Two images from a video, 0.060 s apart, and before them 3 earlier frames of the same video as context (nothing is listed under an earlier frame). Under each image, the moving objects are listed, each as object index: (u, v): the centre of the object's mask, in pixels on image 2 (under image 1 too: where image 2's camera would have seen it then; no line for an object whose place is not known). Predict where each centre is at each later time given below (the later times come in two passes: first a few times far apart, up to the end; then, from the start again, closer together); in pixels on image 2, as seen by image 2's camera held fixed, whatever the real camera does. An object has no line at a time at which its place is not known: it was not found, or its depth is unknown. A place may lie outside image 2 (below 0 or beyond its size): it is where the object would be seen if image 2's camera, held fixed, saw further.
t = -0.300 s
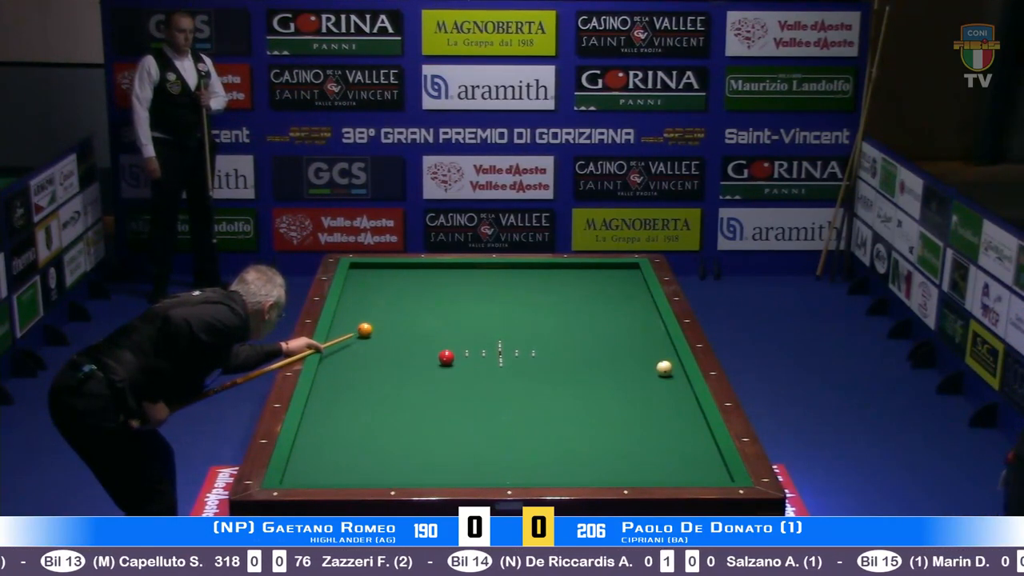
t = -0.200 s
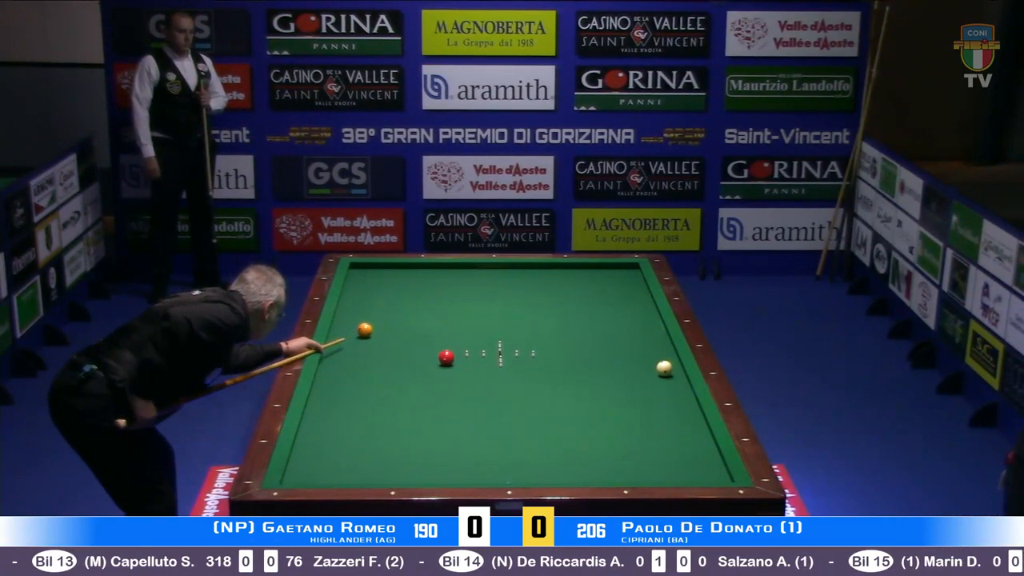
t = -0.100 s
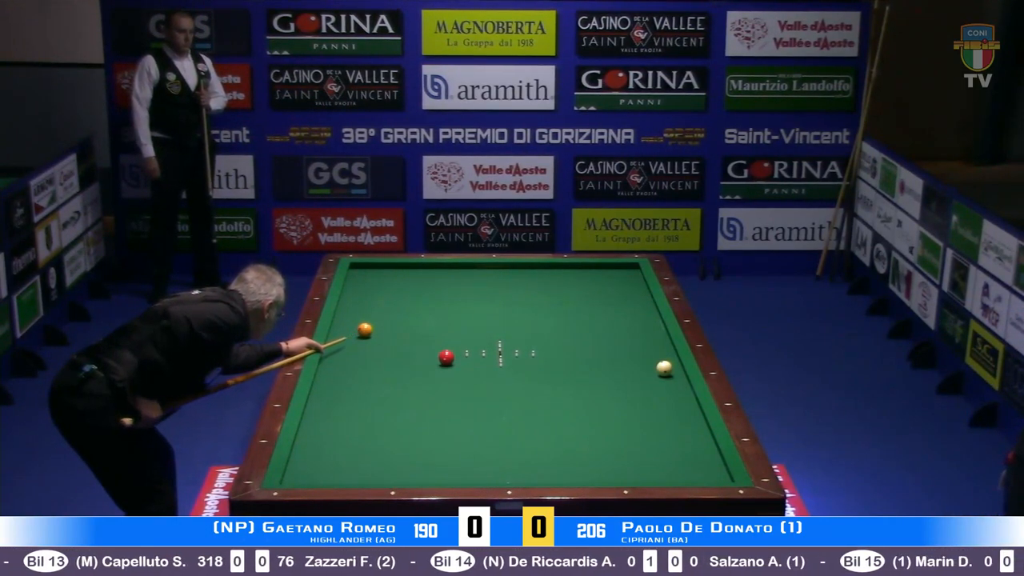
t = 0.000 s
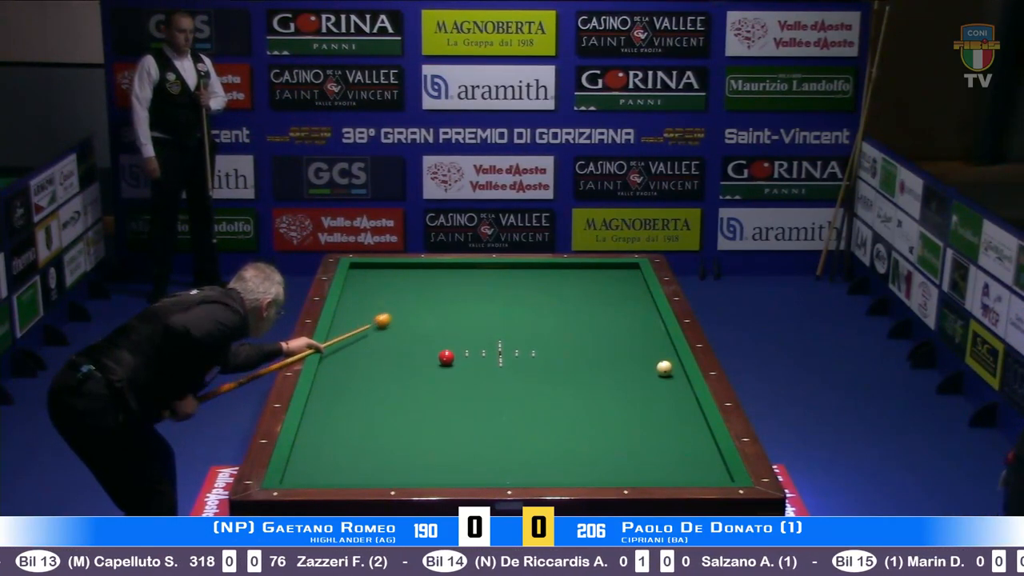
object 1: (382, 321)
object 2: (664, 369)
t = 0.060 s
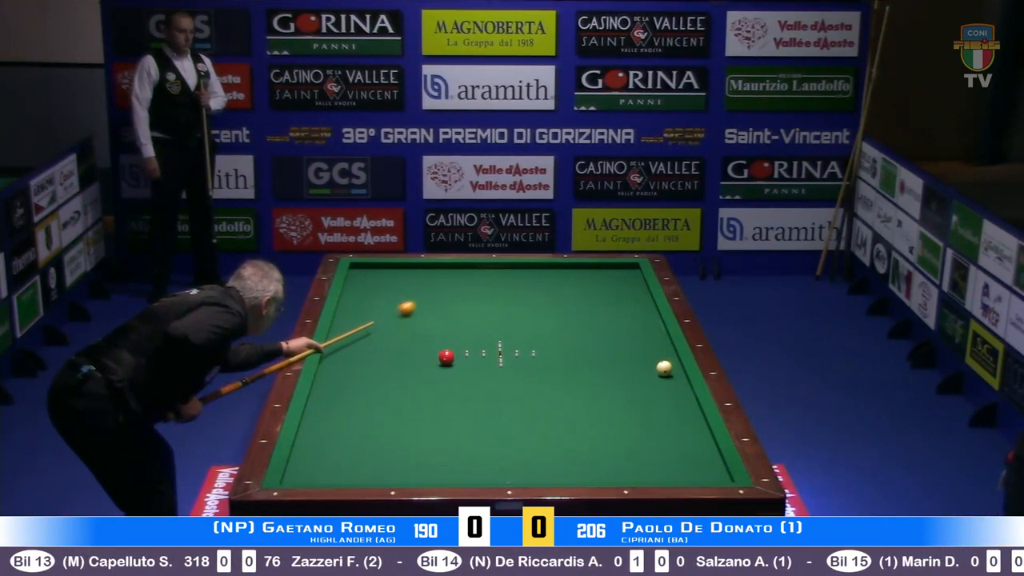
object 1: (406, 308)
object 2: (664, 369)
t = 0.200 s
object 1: (455, 284)
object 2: (664, 369)
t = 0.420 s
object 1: (508, 274)
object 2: (664, 369)
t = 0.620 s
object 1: (542, 297)
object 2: (664, 369)
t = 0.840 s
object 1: (583, 320)
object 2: (664, 369)
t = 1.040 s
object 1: (623, 341)
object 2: (664, 369)
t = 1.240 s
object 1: (666, 359)
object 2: (665, 369)
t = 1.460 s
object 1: (641, 373)
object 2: (652, 381)
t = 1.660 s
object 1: (614, 387)
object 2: (642, 392)
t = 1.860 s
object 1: (584, 400)
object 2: (632, 403)
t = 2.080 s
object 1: (549, 414)
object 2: (621, 416)
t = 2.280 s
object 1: (516, 429)
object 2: (610, 427)
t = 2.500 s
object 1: (478, 445)
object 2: (598, 440)
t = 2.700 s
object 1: (442, 461)
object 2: (587, 453)
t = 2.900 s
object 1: (405, 474)
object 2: (575, 466)
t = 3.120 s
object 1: (365, 475)
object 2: (562, 477)
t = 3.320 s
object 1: (331, 468)
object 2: (551, 474)
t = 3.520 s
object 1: (300, 459)
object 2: (543, 468)
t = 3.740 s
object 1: (320, 449)
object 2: (533, 461)
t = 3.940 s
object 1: (341, 441)
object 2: (525, 454)
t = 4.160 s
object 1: (362, 431)
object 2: (516, 448)
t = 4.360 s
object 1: (380, 424)
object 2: (509, 442)
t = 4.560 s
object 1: (397, 417)
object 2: (502, 437)
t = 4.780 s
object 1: (415, 409)
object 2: (495, 431)
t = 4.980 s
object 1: (431, 402)
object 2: (488, 426)
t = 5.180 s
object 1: (446, 396)
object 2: (482, 422)
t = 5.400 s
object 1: (462, 389)
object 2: (476, 417)
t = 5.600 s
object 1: (475, 384)
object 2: (470, 413)
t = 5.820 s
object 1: (490, 378)
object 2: (464, 408)
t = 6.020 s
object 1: (502, 373)
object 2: (459, 405)
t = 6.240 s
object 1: (515, 367)
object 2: (454, 401)
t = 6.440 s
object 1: (526, 363)
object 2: (450, 398)
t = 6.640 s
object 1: (537, 358)
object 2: (445, 395)
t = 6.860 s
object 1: (548, 353)
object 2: (441, 391)
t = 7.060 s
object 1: (558, 350)
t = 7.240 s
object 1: (567, 346)
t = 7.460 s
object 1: (577, 342)
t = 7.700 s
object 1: (587, 338)
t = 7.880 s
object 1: (594, 334)
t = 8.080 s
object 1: (602, 331)
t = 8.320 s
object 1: (611, 327)
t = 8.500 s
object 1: (617, 325)
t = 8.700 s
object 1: (624, 322)
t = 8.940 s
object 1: (631, 319)
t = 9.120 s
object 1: (636, 316)
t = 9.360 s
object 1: (643, 313)
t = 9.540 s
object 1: (649, 311)
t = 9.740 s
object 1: (650, 309)
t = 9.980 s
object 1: (645, 307)
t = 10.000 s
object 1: (645, 307)
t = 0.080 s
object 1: (414, 305)
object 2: (664, 369)
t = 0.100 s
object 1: (420, 301)
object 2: (664, 369)
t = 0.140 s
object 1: (435, 294)
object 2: (664, 369)
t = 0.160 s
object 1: (442, 291)
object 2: (665, 369)
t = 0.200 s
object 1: (455, 284)
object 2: (664, 369)
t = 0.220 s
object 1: (461, 281)
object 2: (664, 369)
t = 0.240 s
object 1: (467, 278)
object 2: (664, 369)
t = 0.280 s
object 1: (479, 272)
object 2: (664, 369)
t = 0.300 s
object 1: (485, 269)
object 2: (664, 369)
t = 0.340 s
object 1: (495, 265)
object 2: (664, 369)
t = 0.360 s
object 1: (498, 267)
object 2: (664, 369)
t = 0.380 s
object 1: (501, 269)
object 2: (664, 369)
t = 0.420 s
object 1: (508, 274)
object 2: (664, 369)
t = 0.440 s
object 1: (511, 276)
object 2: (664, 369)
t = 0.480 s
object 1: (518, 281)
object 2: (664, 369)
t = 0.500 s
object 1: (521, 283)
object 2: (664, 369)
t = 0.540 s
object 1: (528, 288)
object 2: (664, 369)
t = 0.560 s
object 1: (532, 290)
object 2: (664, 369)
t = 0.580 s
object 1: (535, 292)
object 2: (664, 369)
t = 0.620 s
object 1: (542, 297)
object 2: (664, 369)
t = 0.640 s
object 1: (545, 299)
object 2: (664, 369)
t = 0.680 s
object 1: (553, 303)
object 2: (664, 368)
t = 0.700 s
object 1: (557, 305)
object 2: (664, 369)
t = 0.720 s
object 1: (560, 308)
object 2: (664, 369)
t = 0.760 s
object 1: (568, 312)
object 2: (665, 369)
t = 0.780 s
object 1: (571, 314)
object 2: (664, 369)
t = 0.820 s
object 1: (579, 318)
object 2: (664, 369)
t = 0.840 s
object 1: (583, 320)
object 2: (664, 369)
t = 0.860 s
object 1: (587, 322)
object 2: (664, 369)
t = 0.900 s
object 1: (595, 326)
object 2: (664, 369)
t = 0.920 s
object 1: (599, 328)
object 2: (664, 369)
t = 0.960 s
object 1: (606, 332)
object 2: (664, 369)
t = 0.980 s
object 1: (610, 334)
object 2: (664, 369)
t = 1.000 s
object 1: (614, 336)
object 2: (664, 369)
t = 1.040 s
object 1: (623, 341)
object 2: (664, 369)
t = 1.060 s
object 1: (627, 343)
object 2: (664, 369)
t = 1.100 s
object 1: (635, 347)
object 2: (664, 369)
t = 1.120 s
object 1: (639, 349)
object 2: (664, 369)
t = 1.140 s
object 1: (644, 351)
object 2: (664, 369)
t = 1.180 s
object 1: (652, 355)
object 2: (664, 369)
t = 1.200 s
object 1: (656, 357)
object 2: (664, 369)
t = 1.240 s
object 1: (666, 359)
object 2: (665, 369)
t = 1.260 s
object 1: (673, 363)
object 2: (663, 369)
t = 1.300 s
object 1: (673, 366)
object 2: (661, 372)
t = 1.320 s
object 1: (670, 366)
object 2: (660, 373)
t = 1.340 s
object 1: (666, 366)
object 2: (659, 374)
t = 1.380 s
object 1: (656, 366)
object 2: (656, 377)
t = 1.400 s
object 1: (652, 367)
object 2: (655, 378)
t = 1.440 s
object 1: (644, 371)
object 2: (654, 380)
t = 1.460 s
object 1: (641, 373)
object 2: (652, 381)
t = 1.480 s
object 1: (639, 375)
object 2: (651, 382)
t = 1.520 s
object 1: (634, 378)
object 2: (649, 384)
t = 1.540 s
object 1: (631, 379)
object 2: (648, 386)
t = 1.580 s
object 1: (625, 382)
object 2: (646, 387)
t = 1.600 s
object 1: (622, 383)
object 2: (646, 389)
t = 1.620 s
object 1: (619, 384)
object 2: (644, 390)
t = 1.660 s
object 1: (614, 387)
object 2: (642, 392)
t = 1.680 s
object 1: (611, 388)
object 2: (642, 393)
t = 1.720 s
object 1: (605, 391)
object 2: (640, 395)
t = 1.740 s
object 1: (602, 392)
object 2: (639, 396)
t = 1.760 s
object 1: (599, 393)
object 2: (637, 397)
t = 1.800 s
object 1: (593, 396)
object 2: (635, 400)
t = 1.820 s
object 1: (590, 397)
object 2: (634, 401)
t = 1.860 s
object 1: (584, 400)
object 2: (632, 403)
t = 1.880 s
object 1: (580, 401)
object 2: (631, 404)
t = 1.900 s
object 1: (577, 402)
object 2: (630, 405)
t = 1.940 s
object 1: (572, 405)
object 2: (628, 408)
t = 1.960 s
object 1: (568, 406)
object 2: (627, 409)
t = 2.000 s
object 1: (562, 409)
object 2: (625, 411)
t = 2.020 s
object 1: (559, 410)
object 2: (624, 412)
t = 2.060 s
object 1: (552, 413)
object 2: (622, 414)
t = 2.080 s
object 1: (549, 414)
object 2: (621, 416)
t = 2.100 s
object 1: (546, 416)
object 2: (620, 417)
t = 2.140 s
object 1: (539, 419)
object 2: (618, 419)
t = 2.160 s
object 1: (536, 420)
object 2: (617, 420)
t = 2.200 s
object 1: (529, 423)
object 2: (615, 423)
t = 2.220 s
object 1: (526, 424)
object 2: (613, 424)
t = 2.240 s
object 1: (523, 426)
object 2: (612, 425)
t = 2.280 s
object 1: (516, 429)
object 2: (610, 427)
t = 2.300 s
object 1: (513, 430)
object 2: (609, 428)
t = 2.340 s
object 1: (506, 433)
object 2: (607, 431)
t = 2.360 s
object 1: (502, 435)
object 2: (606, 432)
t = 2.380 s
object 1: (499, 436)
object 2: (605, 433)
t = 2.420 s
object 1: (492, 439)
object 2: (603, 436)
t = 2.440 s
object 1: (489, 440)
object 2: (601, 437)
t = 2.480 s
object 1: (482, 444)
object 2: (599, 439)
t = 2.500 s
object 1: (478, 445)
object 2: (598, 440)
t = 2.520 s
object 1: (475, 446)
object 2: (597, 442)
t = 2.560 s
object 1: (468, 449)
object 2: (595, 444)
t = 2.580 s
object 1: (464, 451)
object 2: (594, 445)
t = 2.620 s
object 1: (457, 454)
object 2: (591, 448)
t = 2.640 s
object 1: (453, 456)
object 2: (590, 449)
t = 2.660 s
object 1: (450, 458)
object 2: (589, 450)
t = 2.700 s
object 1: (442, 461)
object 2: (587, 453)
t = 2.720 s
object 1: (439, 462)
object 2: (586, 454)
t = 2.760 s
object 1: (431, 465)
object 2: (583, 457)
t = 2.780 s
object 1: (427, 467)
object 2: (582, 458)
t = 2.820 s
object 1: (420, 470)
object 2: (580, 460)
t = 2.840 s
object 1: (416, 472)
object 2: (578, 462)
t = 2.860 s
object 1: (412, 472)
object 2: (577, 463)
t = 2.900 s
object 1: (405, 474)
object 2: (575, 466)
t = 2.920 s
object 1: (401, 475)
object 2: (574, 467)
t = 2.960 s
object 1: (393, 478)
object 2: (571, 470)
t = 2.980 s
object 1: (389, 479)
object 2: (570, 471)
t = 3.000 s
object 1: (386, 479)
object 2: (569, 472)
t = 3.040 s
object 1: (379, 477)
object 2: (567, 473)
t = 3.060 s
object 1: (375, 477)
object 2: (565, 474)
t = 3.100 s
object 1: (368, 475)
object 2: (563, 476)
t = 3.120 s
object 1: (365, 475)
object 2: (562, 477)
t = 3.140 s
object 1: (361, 474)
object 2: (560, 477)
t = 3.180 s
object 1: (355, 473)
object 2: (558, 477)
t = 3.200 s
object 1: (351, 473)
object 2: (557, 477)
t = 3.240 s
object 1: (344, 472)
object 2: (556, 476)
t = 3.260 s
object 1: (341, 470)
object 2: (554, 475)
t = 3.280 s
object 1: (338, 470)
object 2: (553, 475)
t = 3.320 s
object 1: (331, 468)
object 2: (551, 474)
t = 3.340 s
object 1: (328, 467)
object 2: (551, 474)
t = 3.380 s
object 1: (322, 465)
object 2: (549, 473)
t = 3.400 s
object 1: (319, 464)
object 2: (548, 472)
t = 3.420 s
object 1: (316, 463)
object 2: (547, 471)
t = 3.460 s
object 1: (309, 461)
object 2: (545, 470)
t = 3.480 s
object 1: (306, 461)
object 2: (544, 470)
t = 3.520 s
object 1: (300, 459)
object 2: (543, 468)
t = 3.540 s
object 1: (297, 458)
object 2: (542, 467)
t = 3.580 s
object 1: (302, 456)
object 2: (540, 466)
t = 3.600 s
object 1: (305, 455)
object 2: (539, 466)
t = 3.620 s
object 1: (307, 454)
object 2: (538, 465)
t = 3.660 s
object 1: (312, 453)
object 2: (537, 463)
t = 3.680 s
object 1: (314, 452)
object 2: (536, 463)
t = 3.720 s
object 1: (318, 450)
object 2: (534, 461)
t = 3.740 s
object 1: (320, 449)
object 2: (533, 461)
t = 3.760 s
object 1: (322, 448)
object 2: (532, 460)
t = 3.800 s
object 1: (327, 446)
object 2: (531, 459)
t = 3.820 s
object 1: (329, 445)
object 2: (530, 458)
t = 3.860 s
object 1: (332, 444)
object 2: (528, 457)
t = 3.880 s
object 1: (335, 443)
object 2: (527, 456)
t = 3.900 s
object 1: (336, 442)
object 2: (526, 455)
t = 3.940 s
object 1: (341, 441)
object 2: (525, 454)
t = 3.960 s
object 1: (342, 440)
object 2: (524, 453)
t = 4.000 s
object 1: (346, 438)
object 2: (522, 452)
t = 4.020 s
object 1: (348, 437)
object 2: (522, 452)
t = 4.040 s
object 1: (350, 437)
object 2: (521, 451)
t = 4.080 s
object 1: (354, 435)
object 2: (520, 450)
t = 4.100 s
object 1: (356, 434)
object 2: (519, 449)
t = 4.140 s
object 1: (360, 432)
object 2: (517, 448)
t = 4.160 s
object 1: (362, 431)
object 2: (516, 448)
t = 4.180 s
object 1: (364, 431)
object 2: (515, 447)
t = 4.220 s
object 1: (367, 429)
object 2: (514, 446)
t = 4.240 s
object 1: (369, 428)
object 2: (513, 445)
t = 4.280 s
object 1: (373, 427)
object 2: (512, 444)
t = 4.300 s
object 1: (374, 426)
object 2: (511, 444)
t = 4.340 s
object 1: (378, 425)
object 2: (510, 442)
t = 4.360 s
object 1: (380, 424)
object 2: (509, 442)
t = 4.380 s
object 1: (382, 423)
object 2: (508, 442)
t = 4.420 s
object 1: (385, 421)
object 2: (507, 440)
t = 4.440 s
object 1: (387, 421)
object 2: (506, 440)
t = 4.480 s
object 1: (390, 419)
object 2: (505, 439)
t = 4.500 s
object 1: (392, 419)
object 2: (504, 438)
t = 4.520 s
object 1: (394, 418)
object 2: (503, 437)
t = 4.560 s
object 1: (397, 417)
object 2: (502, 437)
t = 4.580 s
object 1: (399, 416)
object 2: (501, 436)
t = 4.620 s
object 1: (402, 414)
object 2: (500, 435)
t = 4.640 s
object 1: (404, 414)
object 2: (499, 435)
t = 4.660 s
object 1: (406, 413)
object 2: (499, 434)
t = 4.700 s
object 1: (409, 412)
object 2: (497, 433)
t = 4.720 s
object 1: (410, 411)
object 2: (496, 432)
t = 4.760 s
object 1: (414, 410)
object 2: (495, 431)
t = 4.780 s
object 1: (415, 409)
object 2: (495, 431)
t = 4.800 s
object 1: (417, 408)
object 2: (494, 430)
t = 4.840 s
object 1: (420, 407)
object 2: (493, 429)
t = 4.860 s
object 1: (422, 406)
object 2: (492, 429)
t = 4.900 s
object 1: (425, 405)
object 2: (491, 428)
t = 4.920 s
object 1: (426, 404)
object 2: (490, 427)
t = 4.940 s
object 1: (428, 403)
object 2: (489, 427)
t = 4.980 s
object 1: (431, 402)
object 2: (488, 426)
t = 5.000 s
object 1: (432, 402)
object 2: (488, 425)
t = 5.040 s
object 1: (436, 400)
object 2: (486, 425)
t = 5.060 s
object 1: (437, 400)
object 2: (486, 424)
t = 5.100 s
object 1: (440, 399)
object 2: (485, 423)
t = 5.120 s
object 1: (442, 398)
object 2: (484, 423)
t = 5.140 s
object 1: (443, 397)
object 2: (484, 422)
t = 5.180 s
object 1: (446, 396)
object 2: (482, 422)
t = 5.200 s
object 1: (448, 395)
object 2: (482, 421)
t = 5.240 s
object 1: (451, 394)
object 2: (481, 420)
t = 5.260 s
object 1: (452, 393)
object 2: (480, 420)
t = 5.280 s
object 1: (453, 393)
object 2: (479, 419)
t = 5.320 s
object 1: (456, 392)
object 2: (478, 418)
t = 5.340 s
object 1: (458, 391)
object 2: (478, 418)
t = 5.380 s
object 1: (461, 390)
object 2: (476, 417)
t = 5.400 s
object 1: (462, 389)
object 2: (476, 417)
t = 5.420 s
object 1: (463, 389)
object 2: (475, 416)
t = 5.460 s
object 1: (466, 388)
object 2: (474, 415)
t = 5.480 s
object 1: (467, 387)
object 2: (474, 415)
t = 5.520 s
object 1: (470, 386)
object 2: (472, 414)
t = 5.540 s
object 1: (471, 385)
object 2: (472, 414)
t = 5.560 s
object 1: (473, 385)
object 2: (471, 414)
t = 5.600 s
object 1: (475, 384)
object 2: (470, 413)
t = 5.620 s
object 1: (477, 383)
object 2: (470, 412)
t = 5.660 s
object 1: (479, 382)
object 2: (469, 412)
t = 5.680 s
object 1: (481, 382)
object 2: (468, 411)
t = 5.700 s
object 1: (482, 381)
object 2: (468, 411)
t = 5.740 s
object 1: (485, 380)
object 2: (467, 410)
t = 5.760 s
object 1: (486, 379)
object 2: (466, 410)
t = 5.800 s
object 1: (488, 378)
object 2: (465, 409)
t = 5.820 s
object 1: (490, 378)
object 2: (464, 408)
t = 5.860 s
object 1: (492, 377)
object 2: (463, 408)
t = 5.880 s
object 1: (493, 376)
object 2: (463, 407)
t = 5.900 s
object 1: (495, 375)
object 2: (462, 407)
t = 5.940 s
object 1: (497, 375)
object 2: (461, 406)
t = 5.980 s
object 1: (500, 374)
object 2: (460, 405)
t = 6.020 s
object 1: (502, 373)
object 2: (459, 405)
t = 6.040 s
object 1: (503, 372)
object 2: (459, 404)
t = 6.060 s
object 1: (504, 371)
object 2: (458, 404)
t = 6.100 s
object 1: (507, 370)
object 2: (457, 403)
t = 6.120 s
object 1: (508, 370)
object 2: (457, 403)
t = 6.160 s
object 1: (510, 369)
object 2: (456, 402)
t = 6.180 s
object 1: (511, 369)
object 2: (455, 402)
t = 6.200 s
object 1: (513, 368)
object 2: (455, 402)
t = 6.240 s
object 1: (515, 367)
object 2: (454, 401)
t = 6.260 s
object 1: (516, 367)
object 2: (454, 401)
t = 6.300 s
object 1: (518, 366)
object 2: (452, 400)
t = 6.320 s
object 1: (520, 365)
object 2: (452, 400)
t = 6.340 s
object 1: (521, 365)
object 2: (452, 400)
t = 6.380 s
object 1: (523, 364)
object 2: (451, 399)
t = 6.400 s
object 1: (524, 363)
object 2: (450, 399)
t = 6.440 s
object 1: (526, 363)
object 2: (450, 398)
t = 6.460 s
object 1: (528, 362)
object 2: (449, 397)
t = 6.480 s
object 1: (529, 362)
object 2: (449, 397)
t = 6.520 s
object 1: (531, 361)
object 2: (448, 397)
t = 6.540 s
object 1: (532, 360)
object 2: (447, 396)
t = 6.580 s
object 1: (534, 359)
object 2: (446, 396)
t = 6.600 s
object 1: (535, 359)
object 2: (446, 395)
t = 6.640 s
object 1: (537, 358)
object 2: (445, 395)
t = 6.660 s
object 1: (538, 358)
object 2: (445, 394)
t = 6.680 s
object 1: (539, 357)
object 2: (444, 394)
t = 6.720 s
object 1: (541, 356)
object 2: (444, 394)
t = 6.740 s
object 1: (542, 356)
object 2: (443, 393)
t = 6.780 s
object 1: (544, 355)
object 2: (442, 393)
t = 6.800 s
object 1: (545, 354)
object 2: (442, 392)
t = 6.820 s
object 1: (546, 354)
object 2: (441, 392)
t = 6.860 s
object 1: (548, 353)
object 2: (441, 391)
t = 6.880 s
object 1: (549, 353)
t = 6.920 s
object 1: (551, 352)
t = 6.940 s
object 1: (552, 352)
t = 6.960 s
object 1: (553, 351)
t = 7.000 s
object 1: (555, 351)
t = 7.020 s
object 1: (556, 350)
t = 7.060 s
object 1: (558, 350)
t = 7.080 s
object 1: (559, 349)
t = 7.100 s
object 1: (560, 348)
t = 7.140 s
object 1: (562, 348)
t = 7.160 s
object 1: (563, 347)
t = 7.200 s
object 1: (565, 346)
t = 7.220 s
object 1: (566, 346)
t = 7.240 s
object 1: (567, 346)
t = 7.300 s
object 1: (570, 345)
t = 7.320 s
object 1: (570, 344)
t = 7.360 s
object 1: (572, 344)
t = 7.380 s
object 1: (573, 343)
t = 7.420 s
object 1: (575, 342)
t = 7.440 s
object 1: (576, 342)
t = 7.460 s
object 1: (577, 342)
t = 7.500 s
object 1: (578, 341)
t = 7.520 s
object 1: (579, 340)
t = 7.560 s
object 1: (581, 340)
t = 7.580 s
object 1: (582, 340)
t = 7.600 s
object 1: (583, 339)
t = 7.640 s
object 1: (584, 339)
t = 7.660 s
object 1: (585, 338)
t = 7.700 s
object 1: (587, 338)
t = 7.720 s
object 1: (588, 337)
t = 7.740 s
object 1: (588, 337)
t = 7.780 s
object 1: (590, 336)
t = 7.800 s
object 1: (591, 336)
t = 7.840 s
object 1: (592, 335)
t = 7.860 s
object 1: (593, 335)
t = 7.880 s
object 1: (594, 334)
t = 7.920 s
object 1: (596, 334)
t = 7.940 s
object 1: (596, 333)
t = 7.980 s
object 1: (598, 333)
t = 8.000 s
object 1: (599, 333)
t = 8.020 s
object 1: (599, 332)
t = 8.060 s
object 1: (601, 331)
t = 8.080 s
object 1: (602, 331)
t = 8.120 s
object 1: (603, 330)
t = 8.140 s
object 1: (604, 330)
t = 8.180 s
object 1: (605, 329)
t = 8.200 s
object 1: (606, 329)
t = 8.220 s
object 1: (607, 329)
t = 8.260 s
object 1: (608, 328)
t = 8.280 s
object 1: (609, 328)
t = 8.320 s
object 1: (611, 327)
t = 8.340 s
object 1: (611, 327)
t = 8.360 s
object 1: (612, 327)
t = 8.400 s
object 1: (613, 326)
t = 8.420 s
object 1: (614, 326)
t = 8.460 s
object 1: (616, 325)
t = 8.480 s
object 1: (616, 325)
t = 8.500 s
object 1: (617, 325)
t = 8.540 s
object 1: (618, 324)
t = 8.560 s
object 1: (619, 324)
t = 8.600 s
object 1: (620, 323)
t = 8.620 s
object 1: (621, 323)
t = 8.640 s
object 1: (621, 322)
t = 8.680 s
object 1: (623, 322)
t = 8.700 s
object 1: (624, 322)
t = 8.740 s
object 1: (625, 321)
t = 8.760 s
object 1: (626, 321)
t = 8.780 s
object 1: (626, 321)
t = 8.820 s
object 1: (627, 320)
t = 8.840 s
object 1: (628, 320)
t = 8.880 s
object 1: (629, 319)
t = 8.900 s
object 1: (630, 319)
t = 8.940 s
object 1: (631, 319)
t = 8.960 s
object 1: (632, 318)
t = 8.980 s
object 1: (632, 318)
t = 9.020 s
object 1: (634, 317)
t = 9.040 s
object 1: (634, 317)
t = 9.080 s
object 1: (635, 317)
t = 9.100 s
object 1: (636, 316)
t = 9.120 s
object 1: (636, 316)
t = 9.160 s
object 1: (638, 316)
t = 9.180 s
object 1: (638, 315)
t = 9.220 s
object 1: (640, 315)
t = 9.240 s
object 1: (640, 315)
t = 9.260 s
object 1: (641, 315)
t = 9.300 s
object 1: (642, 314)
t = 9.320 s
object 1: (642, 314)
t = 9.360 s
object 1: (643, 313)
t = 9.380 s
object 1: (644, 313)
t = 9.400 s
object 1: (645, 313)
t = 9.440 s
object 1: (646, 312)
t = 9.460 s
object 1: (646, 312)
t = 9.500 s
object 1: (647, 312)
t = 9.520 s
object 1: (648, 311)
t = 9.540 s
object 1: (649, 311)
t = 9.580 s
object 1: (650, 311)
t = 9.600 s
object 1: (650, 310)
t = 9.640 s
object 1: (651, 310)
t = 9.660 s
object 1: (651, 310)
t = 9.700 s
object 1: (651, 309)
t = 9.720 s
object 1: (650, 309)
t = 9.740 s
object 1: (650, 309)
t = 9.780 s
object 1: (649, 309)
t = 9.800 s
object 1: (649, 309)
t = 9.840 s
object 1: (648, 308)
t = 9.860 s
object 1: (647, 308)
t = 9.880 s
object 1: (647, 308)
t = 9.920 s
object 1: (647, 308)
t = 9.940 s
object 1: (646, 308)
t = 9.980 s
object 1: (645, 307)
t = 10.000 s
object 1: (645, 307)
